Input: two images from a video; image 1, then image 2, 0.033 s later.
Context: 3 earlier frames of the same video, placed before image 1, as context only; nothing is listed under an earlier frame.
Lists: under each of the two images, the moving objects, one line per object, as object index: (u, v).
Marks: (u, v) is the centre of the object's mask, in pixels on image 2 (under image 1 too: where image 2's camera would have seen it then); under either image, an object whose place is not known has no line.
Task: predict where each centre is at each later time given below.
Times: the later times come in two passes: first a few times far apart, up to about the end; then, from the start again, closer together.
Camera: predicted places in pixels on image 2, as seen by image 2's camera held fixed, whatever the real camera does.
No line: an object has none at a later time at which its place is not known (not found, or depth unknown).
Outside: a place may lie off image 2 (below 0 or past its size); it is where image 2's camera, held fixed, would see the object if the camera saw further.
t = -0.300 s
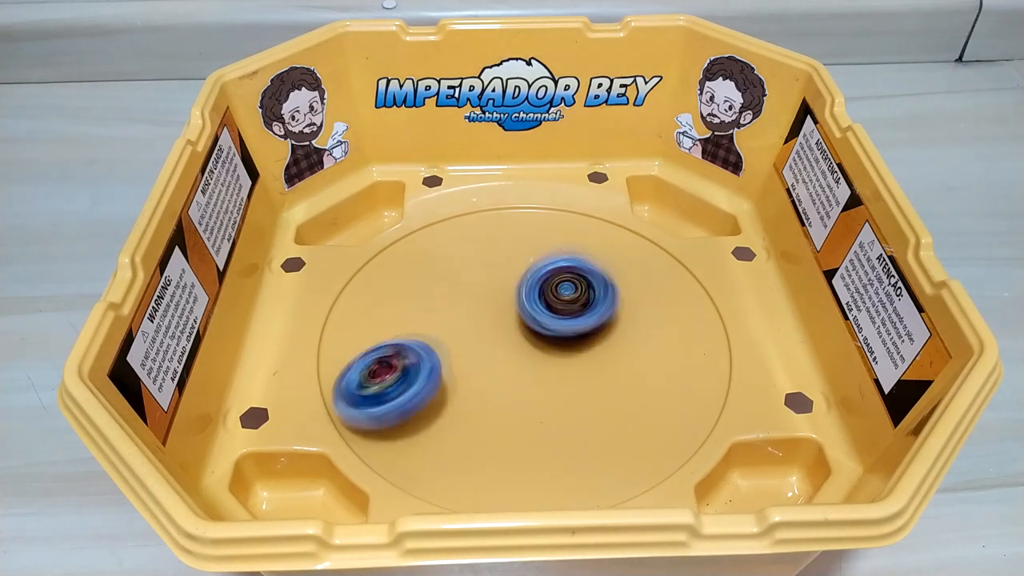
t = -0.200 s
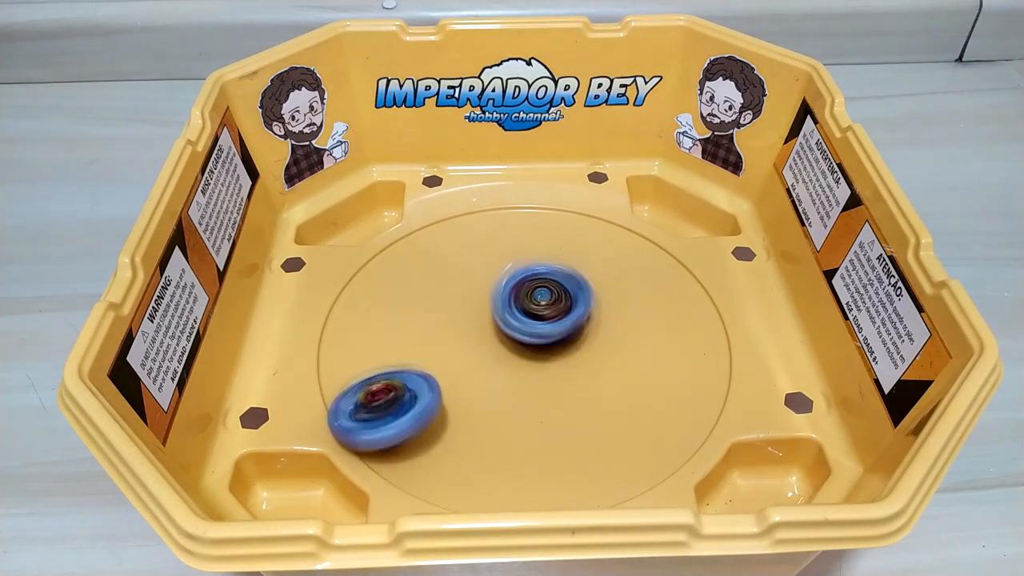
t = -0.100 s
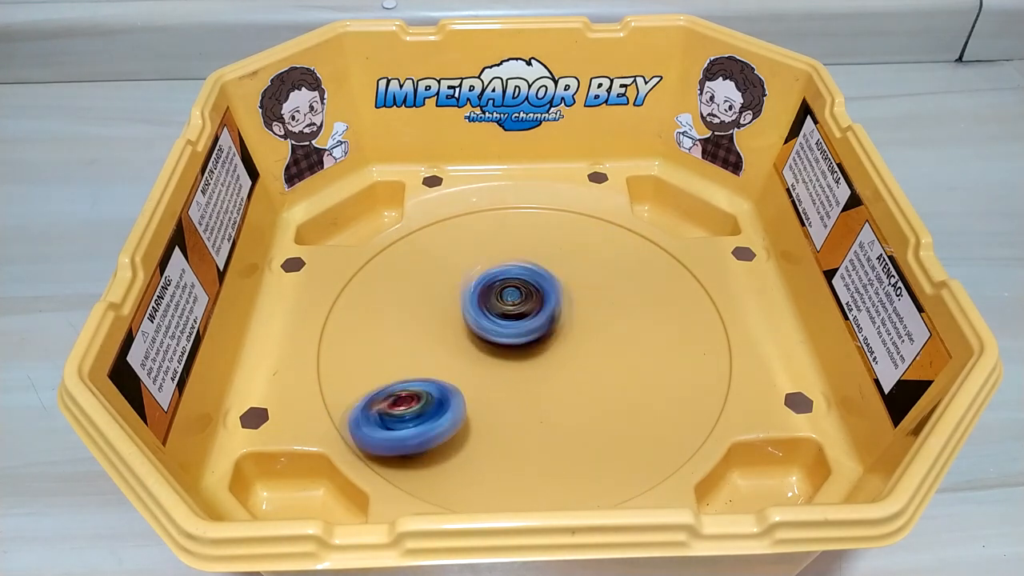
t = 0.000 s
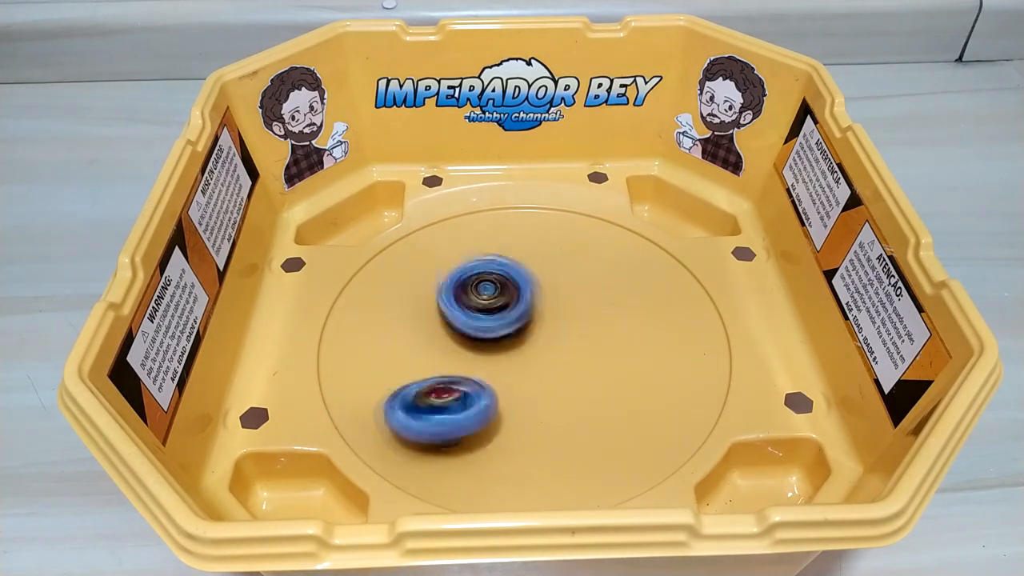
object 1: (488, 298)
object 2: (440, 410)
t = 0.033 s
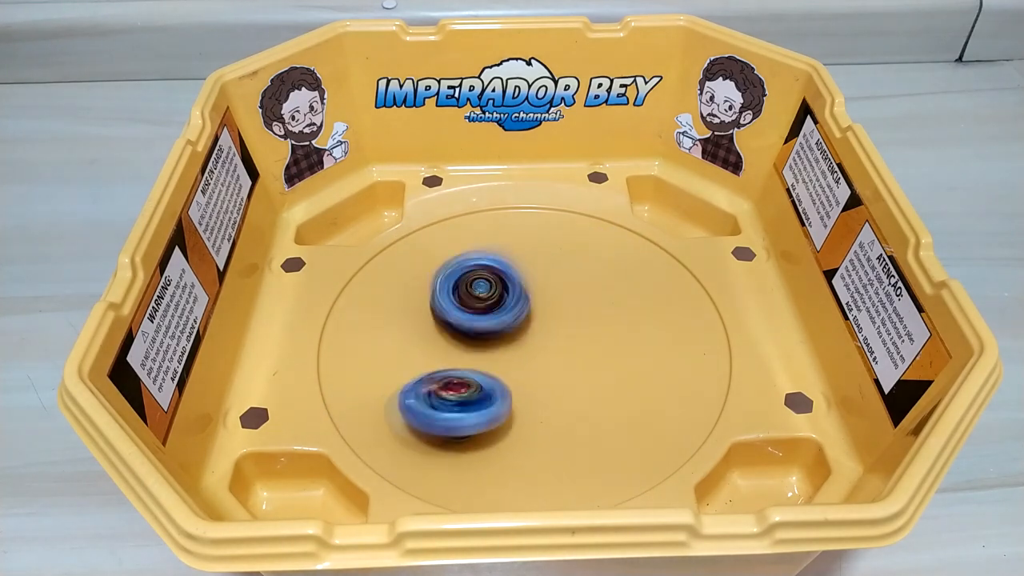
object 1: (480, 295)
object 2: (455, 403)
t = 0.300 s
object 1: (472, 276)
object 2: (566, 372)
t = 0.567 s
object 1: (494, 317)
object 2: (614, 345)
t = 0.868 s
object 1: (446, 351)
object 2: (613, 328)
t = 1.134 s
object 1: (436, 340)
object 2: (601, 324)
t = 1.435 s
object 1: (459, 311)
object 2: (573, 325)
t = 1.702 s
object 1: (468, 308)
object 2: (589, 341)
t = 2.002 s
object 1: (477, 312)
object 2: (572, 348)
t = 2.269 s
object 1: (470, 317)
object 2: (577, 348)
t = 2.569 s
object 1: (470, 321)
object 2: (579, 352)
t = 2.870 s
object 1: (477, 321)
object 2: (585, 349)
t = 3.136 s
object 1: (479, 325)
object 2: (587, 347)
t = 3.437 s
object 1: (468, 322)
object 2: (597, 345)
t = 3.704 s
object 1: (455, 309)
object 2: (613, 345)
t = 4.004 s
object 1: (461, 320)
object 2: (657, 357)
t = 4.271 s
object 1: (514, 326)
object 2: (612, 348)
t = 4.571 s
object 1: (482, 341)
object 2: (631, 338)
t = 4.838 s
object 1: (472, 355)
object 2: (583, 321)
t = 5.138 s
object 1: (485, 357)
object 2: (568, 310)
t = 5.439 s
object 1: (465, 341)
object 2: (567, 314)
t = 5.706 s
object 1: (450, 332)
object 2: (557, 320)
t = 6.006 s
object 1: (463, 330)
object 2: (566, 320)
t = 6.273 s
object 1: (458, 349)
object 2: (584, 335)
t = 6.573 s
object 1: (475, 350)
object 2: (568, 320)
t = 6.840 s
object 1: (476, 350)
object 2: (563, 308)
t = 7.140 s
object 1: (476, 350)
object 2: (562, 312)
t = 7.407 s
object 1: (476, 350)
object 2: (562, 312)
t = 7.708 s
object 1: (476, 350)
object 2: (562, 312)
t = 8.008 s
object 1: (476, 350)
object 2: (562, 312)
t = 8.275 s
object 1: (476, 350)
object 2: (562, 313)
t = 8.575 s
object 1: (476, 350)
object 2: (562, 312)
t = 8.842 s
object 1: (476, 350)
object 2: (562, 312)
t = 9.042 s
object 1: (476, 350)
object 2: (562, 312)
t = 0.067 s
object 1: (476, 292)
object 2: (468, 396)
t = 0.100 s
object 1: (475, 291)
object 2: (482, 388)
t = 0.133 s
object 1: (470, 289)
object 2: (492, 380)
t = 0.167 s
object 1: (471, 289)
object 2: (504, 370)
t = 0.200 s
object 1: (472, 287)
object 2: (518, 367)
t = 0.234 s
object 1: (468, 281)
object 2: (538, 370)
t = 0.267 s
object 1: (469, 278)
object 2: (553, 372)
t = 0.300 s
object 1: (472, 276)
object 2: (566, 372)
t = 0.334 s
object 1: (475, 276)
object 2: (577, 371)
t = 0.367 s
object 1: (478, 278)
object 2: (583, 368)
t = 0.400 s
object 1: (484, 282)
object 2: (585, 362)
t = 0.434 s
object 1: (491, 288)
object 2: (586, 357)
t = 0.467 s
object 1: (493, 293)
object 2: (587, 352)
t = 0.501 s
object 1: (495, 301)
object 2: (591, 348)
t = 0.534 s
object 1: (495, 309)
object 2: (602, 344)
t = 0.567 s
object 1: (494, 317)
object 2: (614, 345)
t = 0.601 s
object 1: (487, 324)
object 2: (622, 342)
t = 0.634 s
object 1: (480, 333)
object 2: (627, 337)
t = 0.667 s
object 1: (473, 340)
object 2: (630, 334)
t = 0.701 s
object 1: (467, 345)
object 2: (633, 332)
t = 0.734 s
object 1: (462, 348)
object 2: (633, 330)
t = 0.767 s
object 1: (453, 351)
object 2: (630, 328)
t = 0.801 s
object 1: (447, 353)
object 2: (626, 330)
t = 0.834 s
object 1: (445, 352)
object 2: (621, 330)
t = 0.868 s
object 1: (446, 351)
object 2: (613, 328)
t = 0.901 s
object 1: (447, 349)
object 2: (602, 329)
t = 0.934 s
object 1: (450, 347)
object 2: (593, 330)
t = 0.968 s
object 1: (450, 346)
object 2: (584, 329)
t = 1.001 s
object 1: (456, 344)
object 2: (573, 328)
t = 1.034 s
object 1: (464, 343)
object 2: (563, 331)
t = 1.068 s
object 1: (457, 345)
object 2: (571, 329)
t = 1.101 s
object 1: (445, 343)
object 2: (588, 321)
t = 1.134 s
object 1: (436, 340)
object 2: (601, 324)
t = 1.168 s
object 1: (430, 337)
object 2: (609, 319)
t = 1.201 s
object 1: (427, 332)
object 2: (615, 318)
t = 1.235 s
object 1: (426, 327)
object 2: (613, 320)
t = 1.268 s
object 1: (429, 322)
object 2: (609, 320)
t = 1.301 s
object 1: (432, 317)
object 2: (602, 321)
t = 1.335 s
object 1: (439, 315)
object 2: (592, 323)
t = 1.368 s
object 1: (448, 313)
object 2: (581, 323)
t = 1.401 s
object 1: (460, 312)
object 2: (568, 324)
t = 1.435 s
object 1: (459, 311)
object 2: (573, 325)
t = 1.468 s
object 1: (457, 309)
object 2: (582, 327)
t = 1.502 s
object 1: (456, 308)
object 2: (584, 328)
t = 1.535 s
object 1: (455, 307)
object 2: (587, 329)
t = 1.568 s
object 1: (458, 307)
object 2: (586, 329)
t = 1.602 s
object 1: (462, 307)
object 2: (584, 332)
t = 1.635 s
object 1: (467, 308)
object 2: (582, 333)
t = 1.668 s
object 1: (472, 309)
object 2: (579, 336)
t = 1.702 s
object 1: (468, 308)
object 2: (589, 341)
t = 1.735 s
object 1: (464, 306)
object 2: (596, 347)
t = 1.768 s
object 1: (461, 304)
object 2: (600, 351)
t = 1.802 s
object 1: (459, 304)
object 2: (599, 353)
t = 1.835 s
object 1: (461, 304)
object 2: (596, 354)
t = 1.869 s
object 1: (462, 304)
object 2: (593, 353)
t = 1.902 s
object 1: (465, 304)
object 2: (587, 353)
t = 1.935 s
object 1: (468, 305)
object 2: (583, 352)
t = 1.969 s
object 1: (473, 308)
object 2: (577, 350)
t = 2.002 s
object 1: (477, 312)
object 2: (572, 348)
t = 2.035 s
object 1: (481, 314)
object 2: (571, 346)
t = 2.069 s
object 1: (478, 314)
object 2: (577, 347)
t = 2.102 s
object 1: (475, 315)
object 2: (580, 349)
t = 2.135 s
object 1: (473, 316)
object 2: (580, 349)
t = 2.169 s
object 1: (473, 316)
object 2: (579, 349)
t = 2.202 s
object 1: (473, 317)
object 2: (578, 349)
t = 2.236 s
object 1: (474, 317)
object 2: (575, 348)
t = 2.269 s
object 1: (470, 317)
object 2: (577, 348)
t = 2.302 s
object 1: (466, 316)
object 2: (581, 348)
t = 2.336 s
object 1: (463, 316)
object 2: (584, 351)
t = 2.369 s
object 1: (463, 316)
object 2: (583, 350)
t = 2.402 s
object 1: (462, 317)
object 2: (581, 352)
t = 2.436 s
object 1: (463, 317)
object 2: (578, 350)
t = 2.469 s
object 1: (464, 317)
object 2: (578, 351)
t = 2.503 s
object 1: (468, 317)
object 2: (575, 349)
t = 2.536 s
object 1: (471, 320)
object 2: (574, 349)
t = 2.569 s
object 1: (470, 321)
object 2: (579, 352)
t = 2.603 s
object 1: (465, 320)
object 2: (589, 355)
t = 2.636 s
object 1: (464, 318)
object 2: (594, 357)
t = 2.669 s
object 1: (462, 318)
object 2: (598, 357)
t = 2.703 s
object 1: (461, 317)
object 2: (598, 356)
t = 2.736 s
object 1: (461, 319)
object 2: (598, 357)
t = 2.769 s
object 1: (463, 319)
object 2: (594, 356)
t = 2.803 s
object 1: (467, 319)
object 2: (592, 355)
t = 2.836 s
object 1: (471, 320)
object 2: (587, 353)
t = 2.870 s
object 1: (477, 321)
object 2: (585, 349)
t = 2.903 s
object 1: (482, 323)
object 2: (581, 348)
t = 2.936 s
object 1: (483, 324)
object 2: (587, 350)
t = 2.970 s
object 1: (483, 324)
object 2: (592, 348)
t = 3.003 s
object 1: (482, 325)
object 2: (597, 350)
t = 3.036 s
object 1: (481, 327)
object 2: (595, 350)
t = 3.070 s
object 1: (481, 327)
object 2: (592, 350)
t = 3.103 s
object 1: (480, 326)
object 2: (588, 348)
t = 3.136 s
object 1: (479, 325)
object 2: (587, 347)
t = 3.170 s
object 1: (474, 325)
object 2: (591, 348)
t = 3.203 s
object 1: (472, 324)
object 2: (591, 347)
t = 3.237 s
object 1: (472, 323)
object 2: (592, 347)
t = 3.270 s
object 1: (473, 326)
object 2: (590, 347)
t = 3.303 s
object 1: (472, 325)
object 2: (589, 344)
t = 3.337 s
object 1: (473, 325)
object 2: (587, 345)
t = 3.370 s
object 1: (475, 324)
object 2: (583, 344)
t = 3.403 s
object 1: (476, 325)
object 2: (584, 345)
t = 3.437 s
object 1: (468, 322)
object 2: (597, 345)
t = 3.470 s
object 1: (461, 321)
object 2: (609, 344)
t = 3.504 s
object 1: (453, 320)
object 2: (614, 345)
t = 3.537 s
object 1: (447, 317)
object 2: (619, 343)
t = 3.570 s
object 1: (444, 314)
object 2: (620, 345)
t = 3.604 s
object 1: (447, 311)
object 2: (621, 343)
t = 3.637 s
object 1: (449, 312)
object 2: (620, 345)
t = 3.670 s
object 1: (450, 311)
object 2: (616, 344)
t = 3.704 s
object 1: (455, 309)
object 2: (613, 345)
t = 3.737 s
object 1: (461, 310)
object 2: (605, 344)
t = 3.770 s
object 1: (471, 311)
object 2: (602, 344)
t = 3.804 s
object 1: (477, 314)
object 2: (593, 346)
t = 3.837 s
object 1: (485, 317)
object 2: (588, 346)
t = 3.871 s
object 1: (486, 318)
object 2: (594, 348)
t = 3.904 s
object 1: (475, 319)
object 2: (613, 350)
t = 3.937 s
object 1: (466, 319)
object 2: (634, 354)
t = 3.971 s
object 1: (459, 318)
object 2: (645, 354)
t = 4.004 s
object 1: (461, 320)
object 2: (657, 357)
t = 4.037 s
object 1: (462, 318)
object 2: (658, 359)
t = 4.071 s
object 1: (469, 316)
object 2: (655, 357)
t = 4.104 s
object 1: (476, 317)
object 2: (651, 357)
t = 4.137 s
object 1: (481, 317)
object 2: (643, 356)
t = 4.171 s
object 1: (493, 318)
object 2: (638, 353)
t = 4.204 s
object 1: (499, 321)
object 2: (629, 352)
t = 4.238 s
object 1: (503, 323)
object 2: (619, 349)
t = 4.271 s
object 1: (514, 326)
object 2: (612, 348)
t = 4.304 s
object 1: (503, 329)
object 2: (628, 352)
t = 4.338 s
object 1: (498, 329)
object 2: (644, 347)
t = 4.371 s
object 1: (493, 333)
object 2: (655, 350)
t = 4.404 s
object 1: (492, 333)
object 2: (656, 347)
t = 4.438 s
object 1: (488, 334)
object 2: (658, 345)
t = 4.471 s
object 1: (484, 335)
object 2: (654, 345)
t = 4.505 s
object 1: (484, 339)
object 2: (646, 341)
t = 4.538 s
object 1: (481, 338)
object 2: (641, 339)
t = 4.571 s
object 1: (482, 341)
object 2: (631, 338)
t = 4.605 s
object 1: (480, 342)
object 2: (623, 337)
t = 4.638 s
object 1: (484, 345)
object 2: (613, 336)
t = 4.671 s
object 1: (483, 345)
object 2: (601, 336)
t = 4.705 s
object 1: (486, 346)
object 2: (590, 335)
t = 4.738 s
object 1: (484, 347)
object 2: (583, 334)
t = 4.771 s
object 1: (482, 350)
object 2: (579, 329)
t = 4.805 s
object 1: (472, 353)
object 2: (581, 323)
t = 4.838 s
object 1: (472, 355)
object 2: (583, 321)
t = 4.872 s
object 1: (469, 356)
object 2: (582, 318)
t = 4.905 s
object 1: (472, 355)
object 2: (582, 314)
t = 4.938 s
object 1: (468, 355)
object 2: (583, 314)
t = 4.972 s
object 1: (470, 355)
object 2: (581, 312)
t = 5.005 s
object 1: (466, 358)
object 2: (580, 310)
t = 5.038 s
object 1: (476, 359)
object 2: (578, 312)
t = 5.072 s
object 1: (480, 358)
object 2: (572, 313)
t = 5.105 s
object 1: (487, 357)
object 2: (570, 310)
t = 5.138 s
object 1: (485, 357)
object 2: (568, 310)
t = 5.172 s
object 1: (480, 362)
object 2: (575, 305)
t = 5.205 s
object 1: (472, 360)
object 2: (578, 301)
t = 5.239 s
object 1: (473, 360)
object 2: (584, 300)
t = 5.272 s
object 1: (469, 358)
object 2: (585, 302)
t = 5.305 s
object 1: (473, 359)
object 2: (584, 305)
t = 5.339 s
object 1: (473, 352)
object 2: (582, 308)
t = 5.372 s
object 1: (474, 348)
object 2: (580, 310)
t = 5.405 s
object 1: (468, 342)
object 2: (574, 312)
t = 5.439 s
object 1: (465, 341)
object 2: (567, 314)
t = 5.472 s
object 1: (464, 337)
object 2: (558, 312)
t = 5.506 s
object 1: (461, 338)
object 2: (556, 309)
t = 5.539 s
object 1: (460, 336)
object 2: (555, 308)
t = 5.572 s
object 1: (455, 335)
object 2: (558, 308)
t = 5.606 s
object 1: (456, 336)
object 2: (558, 309)
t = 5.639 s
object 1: (452, 333)
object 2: (561, 312)
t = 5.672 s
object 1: (451, 333)
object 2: (561, 317)
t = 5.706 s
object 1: (450, 332)
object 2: (557, 320)
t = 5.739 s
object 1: (449, 335)
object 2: (551, 318)
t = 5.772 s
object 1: (457, 334)
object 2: (548, 318)
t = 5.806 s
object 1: (451, 333)
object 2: (551, 315)
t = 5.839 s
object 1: (449, 335)
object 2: (558, 311)
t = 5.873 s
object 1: (446, 331)
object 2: (563, 309)
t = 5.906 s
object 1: (447, 334)
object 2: (568, 309)
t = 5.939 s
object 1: (453, 333)
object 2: (571, 312)
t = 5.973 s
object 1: (456, 331)
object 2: (570, 317)
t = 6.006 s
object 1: (463, 330)
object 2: (566, 320)
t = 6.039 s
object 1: (455, 326)
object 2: (574, 322)
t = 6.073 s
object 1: (446, 327)
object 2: (580, 324)
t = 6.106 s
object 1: (444, 329)
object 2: (584, 325)
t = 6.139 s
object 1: (442, 331)
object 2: (587, 325)
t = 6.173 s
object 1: (439, 339)
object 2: (587, 326)
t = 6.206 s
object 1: (444, 344)
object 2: (585, 330)
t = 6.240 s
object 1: (449, 346)
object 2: (585, 332)
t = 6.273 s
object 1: (458, 349)
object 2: (584, 335)
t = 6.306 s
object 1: (467, 348)
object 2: (581, 338)
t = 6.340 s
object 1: (470, 344)
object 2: (575, 339)
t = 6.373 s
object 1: (473, 345)
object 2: (567, 339)
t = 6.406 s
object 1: (476, 345)
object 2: (565, 335)
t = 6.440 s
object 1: (476, 348)
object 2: (565, 331)
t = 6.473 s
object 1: (474, 349)
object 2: (568, 325)
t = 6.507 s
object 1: (475, 349)
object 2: (571, 325)
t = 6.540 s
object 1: (475, 350)
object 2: (567, 319)
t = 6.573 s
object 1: (475, 350)
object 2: (568, 320)
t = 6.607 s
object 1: (476, 350)
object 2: (566, 317)
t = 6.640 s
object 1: (476, 350)
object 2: (564, 310)
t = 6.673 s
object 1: (476, 350)
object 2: (565, 308)
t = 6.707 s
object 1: (477, 350)
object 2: (566, 309)
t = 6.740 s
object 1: (477, 350)
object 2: (566, 307)
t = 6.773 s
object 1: (476, 350)
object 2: (566, 307)
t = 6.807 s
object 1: (477, 350)
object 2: (564, 307)
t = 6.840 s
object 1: (476, 350)
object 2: (563, 308)
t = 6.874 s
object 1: (476, 350)
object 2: (563, 309)
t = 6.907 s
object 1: (476, 350)
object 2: (563, 310)
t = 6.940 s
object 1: (476, 350)
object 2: (563, 311)
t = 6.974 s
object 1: (476, 350)
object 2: (563, 311)
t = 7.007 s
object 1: (476, 350)
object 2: (562, 311)
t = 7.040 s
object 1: (476, 350)
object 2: (562, 312)
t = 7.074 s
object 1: (476, 350)
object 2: (562, 312)
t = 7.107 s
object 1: (476, 350)
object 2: (562, 312)
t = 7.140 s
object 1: (476, 350)
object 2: (562, 312)
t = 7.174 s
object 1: (476, 350)
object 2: (562, 312)
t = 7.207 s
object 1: (476, 350)
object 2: (562, 312)
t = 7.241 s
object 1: (476, 350)
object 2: (562, 312)
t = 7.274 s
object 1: (476, 350)
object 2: (562, 312)
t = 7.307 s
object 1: (476, 350)
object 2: (562, 312)
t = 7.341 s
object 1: (476, 350)
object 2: (562, 312)
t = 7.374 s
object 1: (476, 350)
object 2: (562, 312)
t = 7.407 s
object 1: (476, 350)
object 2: (562, 312)
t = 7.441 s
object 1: (476, 350)
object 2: (562, 312)
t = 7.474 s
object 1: (476, 350)
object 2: (562, 312)
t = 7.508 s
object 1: (476, 350)
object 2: (562, 312)
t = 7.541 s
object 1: (476, 350)
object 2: (562, 312)
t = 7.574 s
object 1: (476, 350)
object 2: (562, 312)
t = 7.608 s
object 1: (476, 350)
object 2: (562, 312)
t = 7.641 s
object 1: (476, 350)
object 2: (562, 312)
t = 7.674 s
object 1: (476, 350)
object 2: (562, 312)
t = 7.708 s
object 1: (476, 350)
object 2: (562, 312)
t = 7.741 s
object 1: (476, 350)
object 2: (562, 312)
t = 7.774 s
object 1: (476, 350)
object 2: (562, 312)
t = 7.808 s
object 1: (476, 350)
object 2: (562, 312)
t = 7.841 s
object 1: (476, 350)
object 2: (562, 312)
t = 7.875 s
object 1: (476, 350)
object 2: (562, 312)
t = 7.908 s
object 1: (476, 350)
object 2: (562, 312)
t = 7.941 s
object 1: (476, 350)
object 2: (562, 312)
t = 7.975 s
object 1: (476, 350)
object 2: (562, 312)
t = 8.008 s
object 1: (476, 350)
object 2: (562, 312)
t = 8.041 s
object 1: (476, 350)
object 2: (562, 312)
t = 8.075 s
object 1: (476, 350)
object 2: (562, 312)
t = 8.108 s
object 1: (476, 350)
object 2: (562, 313)
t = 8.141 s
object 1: (476, 350)
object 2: (562, 313)
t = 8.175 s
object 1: (476, 350)
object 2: (562, 315)
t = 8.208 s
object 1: (476, 350)
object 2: (562, 314)
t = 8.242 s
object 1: (476, 350)
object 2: (562, 313)
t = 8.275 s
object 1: (476, 350)
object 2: (562, 313)
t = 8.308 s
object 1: (476, 350)
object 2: (562, 313)
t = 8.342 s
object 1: (476, 350)
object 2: (562, 313)
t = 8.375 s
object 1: (476, 350)
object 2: (562, 313)
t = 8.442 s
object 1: (476, 350)
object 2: (562, 313)
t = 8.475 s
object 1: (476, 350)
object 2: (562, 313)
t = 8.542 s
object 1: (476, 350)
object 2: (562, 312)
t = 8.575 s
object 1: (476, 350)
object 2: (562, 312)
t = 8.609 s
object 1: (476, 350)
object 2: (562, 312)
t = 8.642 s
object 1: (476, 350)
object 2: (562, 312)
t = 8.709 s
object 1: (476, 350)
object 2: (562, 312)
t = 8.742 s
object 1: (476, 350)
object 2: (562, 312)
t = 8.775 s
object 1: (476, 350)
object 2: (562, 312)
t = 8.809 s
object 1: (476, 350)
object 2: (562, 312)
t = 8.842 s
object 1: (476, 350)
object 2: (562, 312)
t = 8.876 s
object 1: (476, 350)
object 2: (562, 312)
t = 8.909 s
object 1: (476, 350)
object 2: (562, 312)
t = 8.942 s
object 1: (476, 350)
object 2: (562, 312)
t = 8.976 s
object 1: (476, 350)
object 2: (562, 312)
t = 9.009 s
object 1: (476, 350)
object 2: (562, 312)
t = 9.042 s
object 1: (476, 350)
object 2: (562, 312)
